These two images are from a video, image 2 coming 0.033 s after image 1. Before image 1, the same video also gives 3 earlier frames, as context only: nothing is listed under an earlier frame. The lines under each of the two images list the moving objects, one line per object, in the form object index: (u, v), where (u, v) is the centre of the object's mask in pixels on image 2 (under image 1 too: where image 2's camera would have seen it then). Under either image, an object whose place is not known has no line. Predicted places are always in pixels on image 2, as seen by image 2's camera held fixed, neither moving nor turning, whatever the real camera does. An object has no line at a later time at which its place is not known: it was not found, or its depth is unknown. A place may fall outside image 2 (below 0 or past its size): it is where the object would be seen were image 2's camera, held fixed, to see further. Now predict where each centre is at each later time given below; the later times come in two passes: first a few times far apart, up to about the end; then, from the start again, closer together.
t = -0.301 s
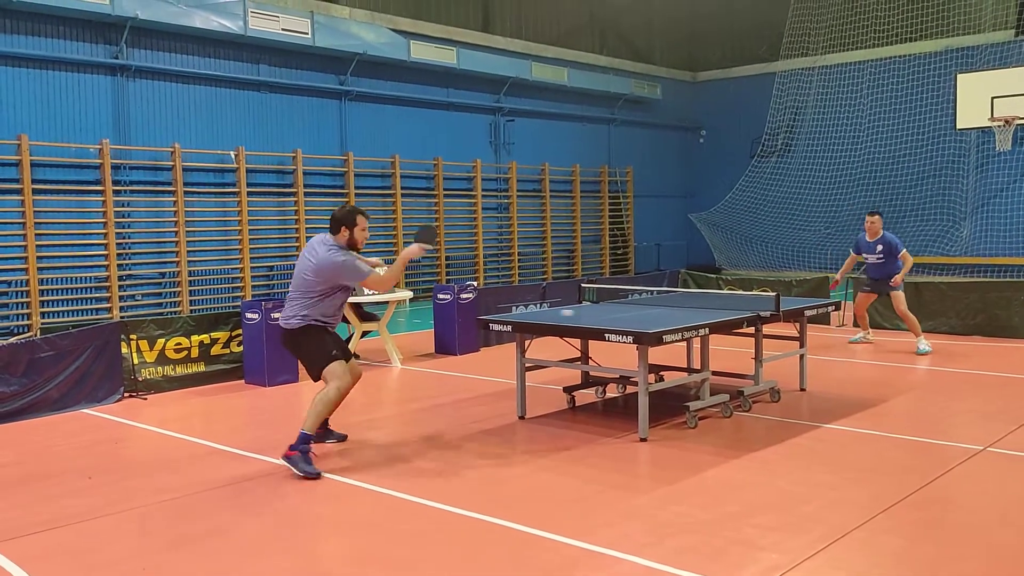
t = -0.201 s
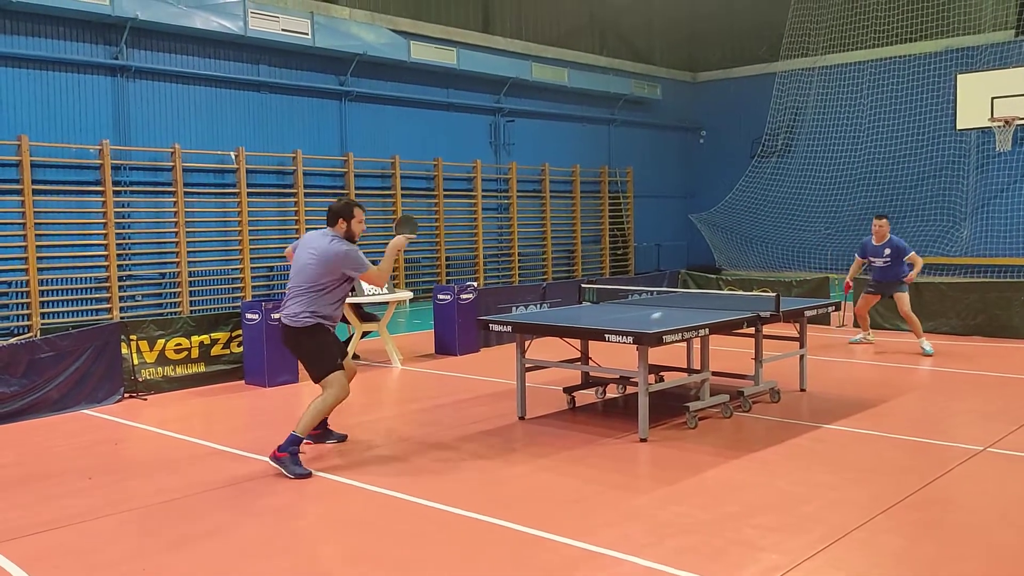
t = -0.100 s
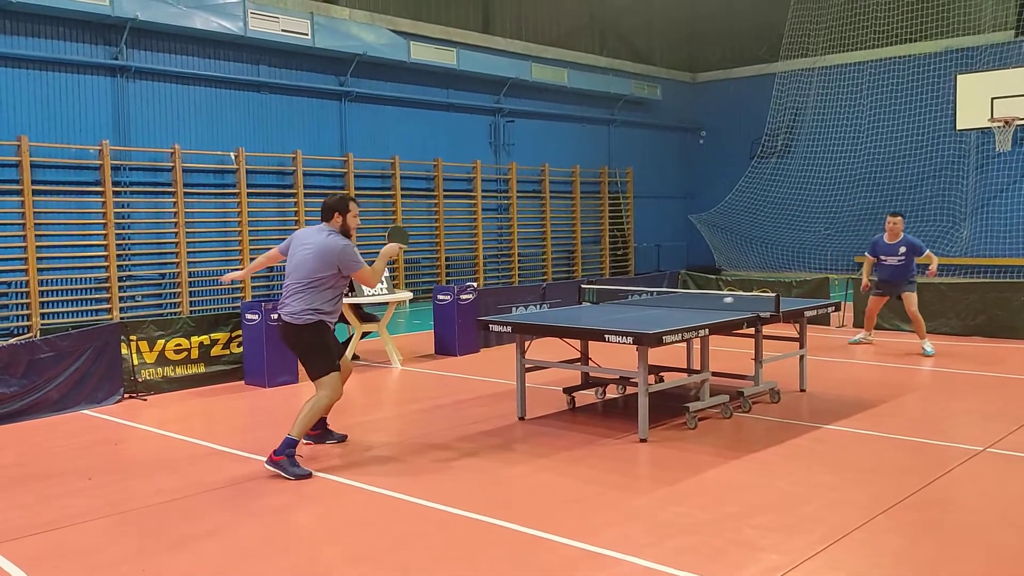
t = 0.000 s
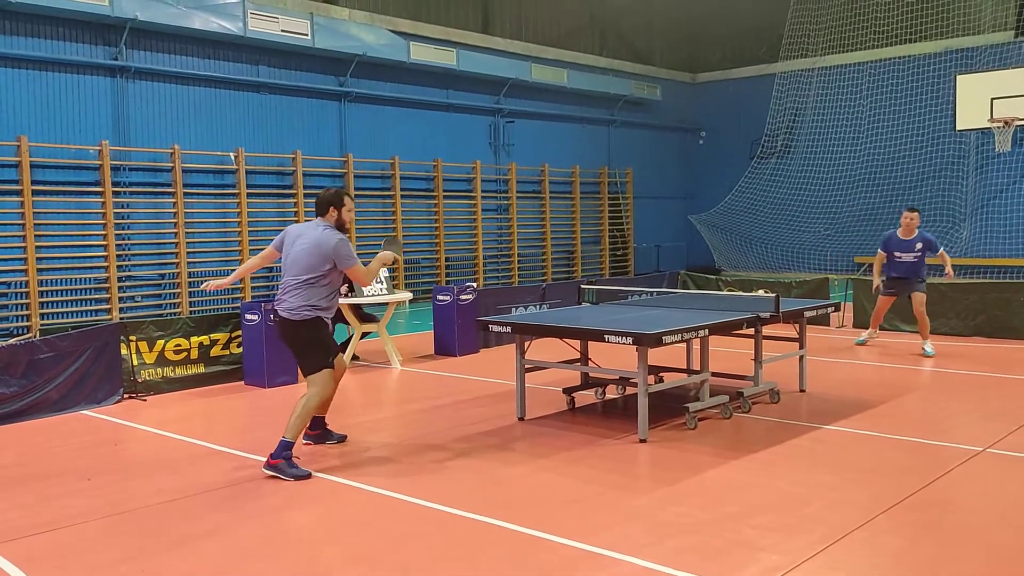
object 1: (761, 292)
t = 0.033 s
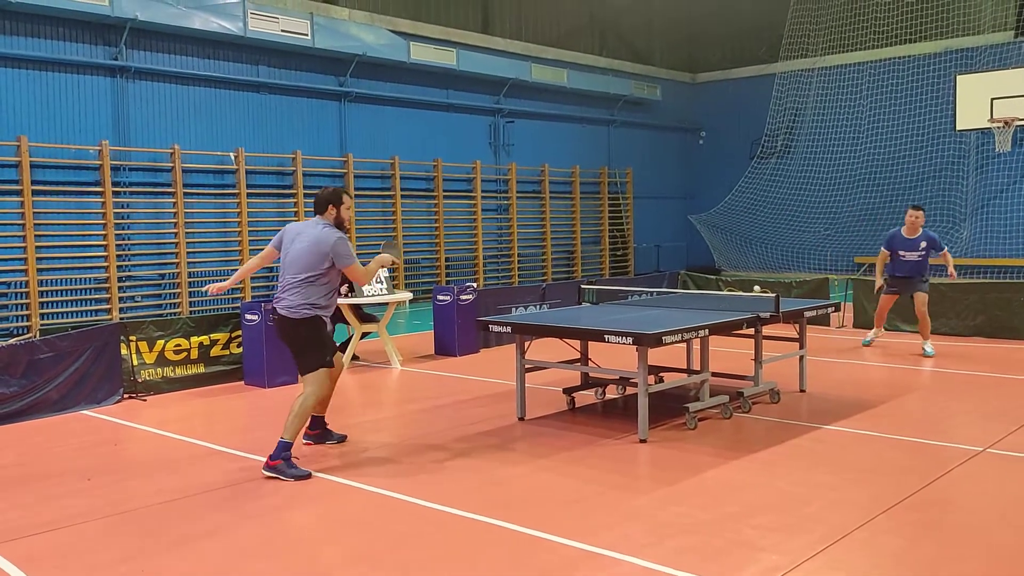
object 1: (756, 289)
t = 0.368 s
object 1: (714, 329)
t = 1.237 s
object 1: (724, 480)
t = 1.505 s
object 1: (751, 491)
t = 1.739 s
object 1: (775, 498)
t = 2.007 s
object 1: (804, 507)
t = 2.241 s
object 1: (830, 514)
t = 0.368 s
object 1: (714, 329)
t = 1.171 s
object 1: (717, 477)
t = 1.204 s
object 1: (721, 481)
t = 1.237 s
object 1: (724, 480)
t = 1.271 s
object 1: (727, 481)
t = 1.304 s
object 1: (730, 483)
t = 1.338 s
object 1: (734, 486)
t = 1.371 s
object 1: (737, 487)
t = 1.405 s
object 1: (740, 488)
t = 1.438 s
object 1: (744, 489)
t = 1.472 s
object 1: (747, 490)
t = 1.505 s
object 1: (751, 491)
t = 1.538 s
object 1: (753, 492)
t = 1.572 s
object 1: (757, 493)
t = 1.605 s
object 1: (761, 494)
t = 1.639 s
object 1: (765, 495)
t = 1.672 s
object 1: (768, 496)
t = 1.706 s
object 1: (772, 497)
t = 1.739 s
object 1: (775, 498)
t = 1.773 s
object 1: (779, 499)
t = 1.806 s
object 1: (782, 501)
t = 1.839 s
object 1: (786, 501)
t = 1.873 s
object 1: (790, 503)
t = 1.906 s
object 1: (793, 504)
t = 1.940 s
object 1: (796, 505)
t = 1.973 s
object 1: (800, 506)
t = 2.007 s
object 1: (804, 507)
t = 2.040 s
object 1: (808, 508)
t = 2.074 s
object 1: (812, 509)
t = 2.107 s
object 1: (815, 510)
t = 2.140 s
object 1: (819, 511)
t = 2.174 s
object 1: (823, 512)
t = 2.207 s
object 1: (826, 513)
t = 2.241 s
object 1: (830, 514)
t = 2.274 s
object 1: (833, 515)
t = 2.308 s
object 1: (837, 516)
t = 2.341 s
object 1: (840, 517)
